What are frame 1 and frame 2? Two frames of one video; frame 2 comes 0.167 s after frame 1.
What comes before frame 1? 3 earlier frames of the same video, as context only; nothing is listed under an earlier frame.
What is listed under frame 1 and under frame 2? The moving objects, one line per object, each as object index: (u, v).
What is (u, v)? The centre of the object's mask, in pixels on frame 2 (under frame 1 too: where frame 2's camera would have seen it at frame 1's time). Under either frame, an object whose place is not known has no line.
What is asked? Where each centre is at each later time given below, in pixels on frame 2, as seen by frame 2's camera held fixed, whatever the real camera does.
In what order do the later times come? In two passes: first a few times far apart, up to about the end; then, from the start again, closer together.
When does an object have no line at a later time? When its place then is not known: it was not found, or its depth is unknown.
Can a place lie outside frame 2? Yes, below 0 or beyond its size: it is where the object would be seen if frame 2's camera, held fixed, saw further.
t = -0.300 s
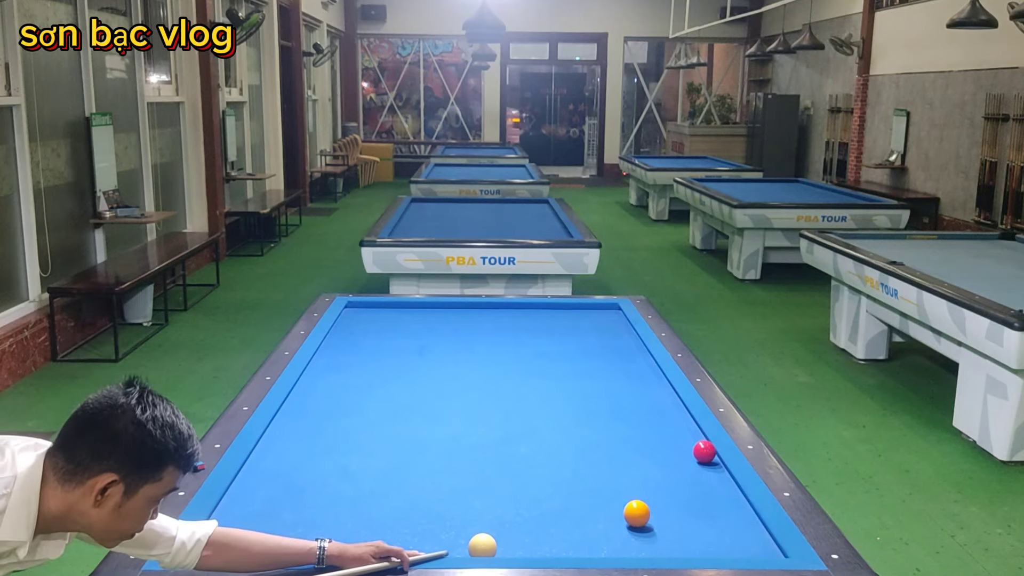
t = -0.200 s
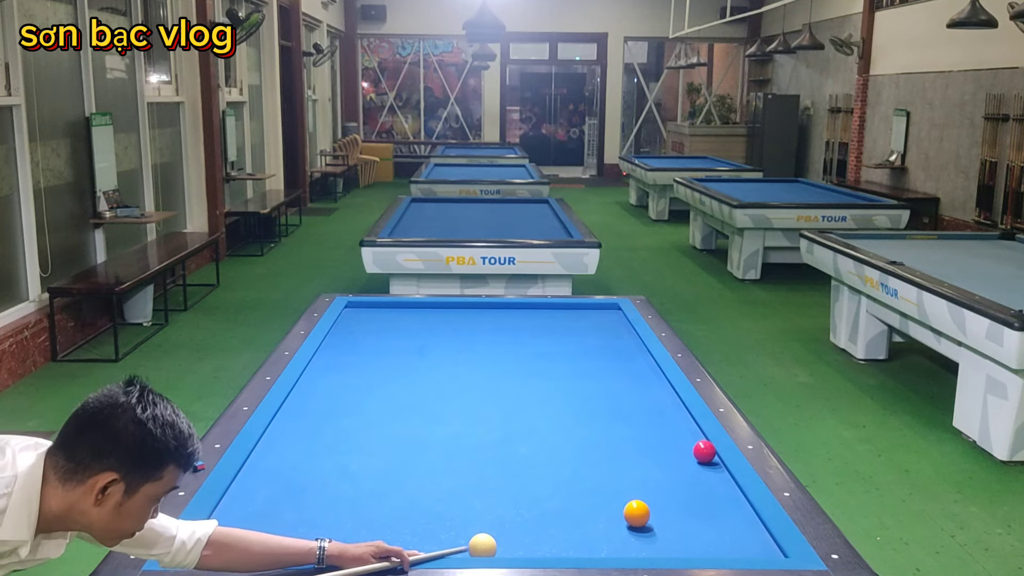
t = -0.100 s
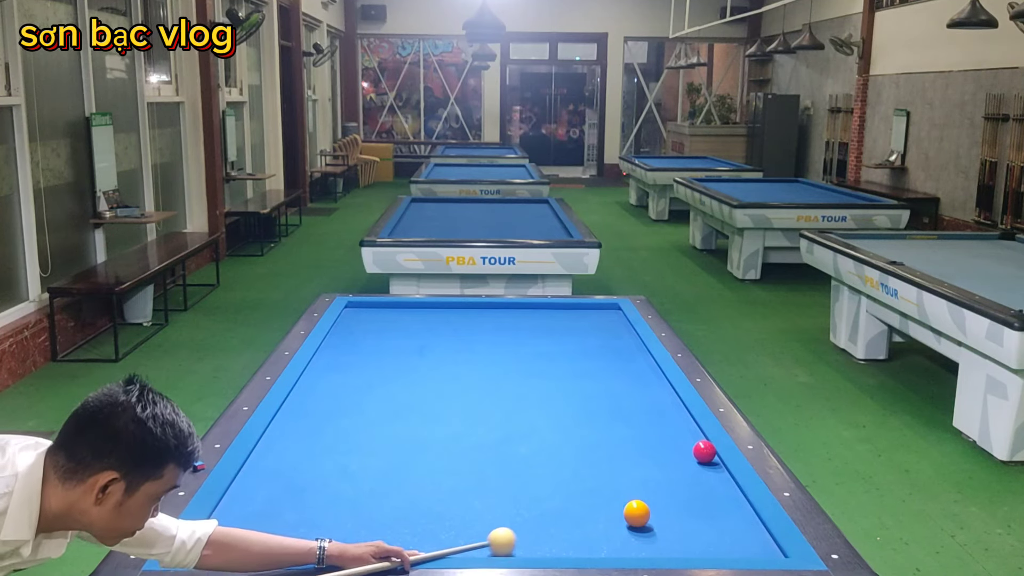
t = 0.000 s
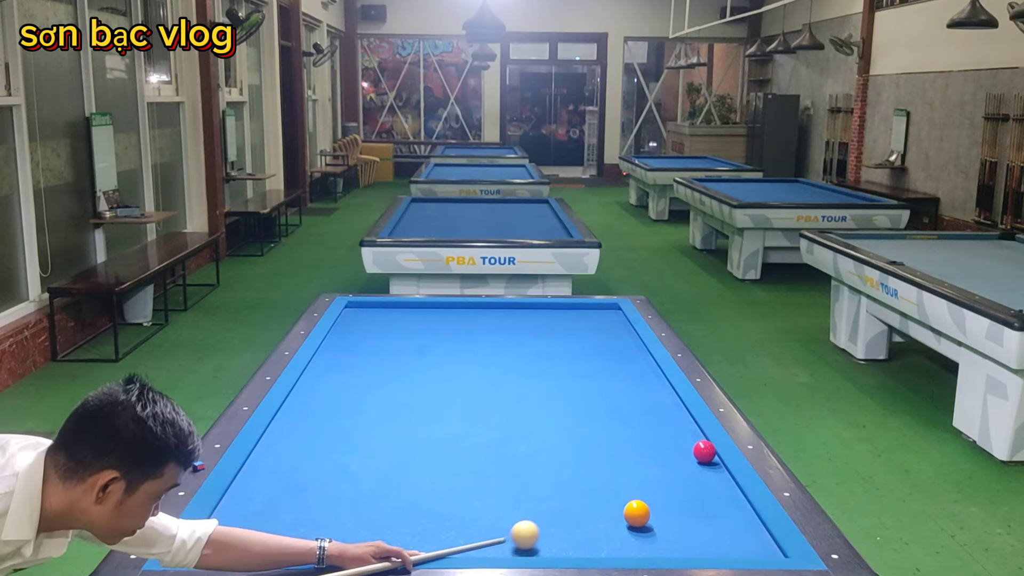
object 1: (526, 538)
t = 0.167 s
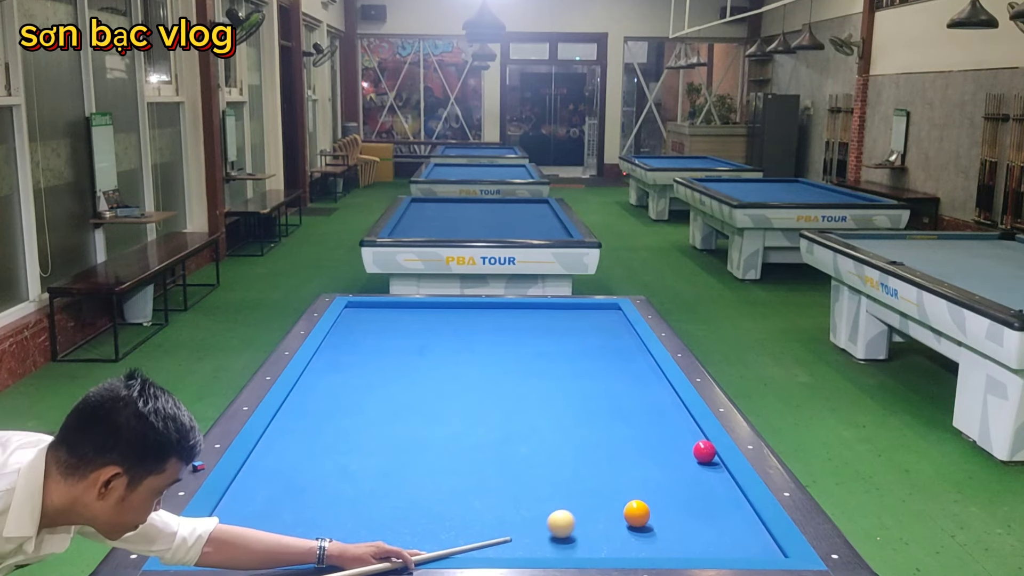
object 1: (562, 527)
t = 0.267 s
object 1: (583, 520)
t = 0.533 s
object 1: (622, 501)
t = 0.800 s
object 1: (645, 483)
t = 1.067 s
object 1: (666, 469)
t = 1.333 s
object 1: (684, 455)
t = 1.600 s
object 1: (667, 447)
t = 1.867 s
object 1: (649, 440)
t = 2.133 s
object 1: (633, 433)
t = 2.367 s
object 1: (619, 428)
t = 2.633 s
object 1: (605, 422)
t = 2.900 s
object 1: (592, 417)
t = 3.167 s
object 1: (581, 412)
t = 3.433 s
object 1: (570, 408)
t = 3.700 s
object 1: (560, 404)
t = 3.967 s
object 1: (551, 401)
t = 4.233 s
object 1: (543, 397)
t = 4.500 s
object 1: (535, 394)
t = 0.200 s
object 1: (569, 525)
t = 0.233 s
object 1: (576, 522)
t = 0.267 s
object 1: (583, 520)
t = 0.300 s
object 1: (589, 517)
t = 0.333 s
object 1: (595, 516)
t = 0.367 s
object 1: (602, 514)
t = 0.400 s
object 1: (608, 511)
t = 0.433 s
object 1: (613, 509)
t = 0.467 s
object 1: (616, 505)
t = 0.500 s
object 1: (619, 503)
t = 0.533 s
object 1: (622, 501)
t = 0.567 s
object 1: (625, 499)
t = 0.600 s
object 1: (628, 496)
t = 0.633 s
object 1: (631, 494)
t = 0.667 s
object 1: (634, 492)
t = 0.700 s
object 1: (636, 490)
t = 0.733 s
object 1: (639, 488)
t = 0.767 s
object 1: (642, 486)
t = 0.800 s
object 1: (645, 483)
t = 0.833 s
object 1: (648, 481)
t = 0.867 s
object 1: (650, 479)
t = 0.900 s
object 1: (653, 478)
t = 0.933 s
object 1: (656, 476)
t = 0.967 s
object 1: (658, 474)
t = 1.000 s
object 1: (661, 472)
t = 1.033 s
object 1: (663, 470)
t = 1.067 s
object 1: (666, 469)
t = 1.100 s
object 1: (668, 467)
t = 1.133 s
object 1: (670, 465)
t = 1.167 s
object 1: (673, 463)
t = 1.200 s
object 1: (675, 461)
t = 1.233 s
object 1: (678, 460)
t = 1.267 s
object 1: (680, 458)
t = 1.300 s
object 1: (682, 457)
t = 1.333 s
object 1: (684, 455)
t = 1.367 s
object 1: (683, 454)
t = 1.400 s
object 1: (681, 453)
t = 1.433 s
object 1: (678, 452)
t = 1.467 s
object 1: (676, 451)
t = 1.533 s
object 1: (671, 449)
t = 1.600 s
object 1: (667, 447)
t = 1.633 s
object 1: (664, 446)
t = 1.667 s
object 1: (662, 445)
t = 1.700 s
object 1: (660, 444)
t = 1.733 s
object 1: (657, 443)
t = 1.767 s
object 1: (655, 442)
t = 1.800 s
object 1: (653, 441)
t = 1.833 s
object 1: (651, 440)
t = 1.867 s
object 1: (649, 440)
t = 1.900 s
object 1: (647, 439)
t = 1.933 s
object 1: (644, 438)
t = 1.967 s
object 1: (642, 437)
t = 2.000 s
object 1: (640, 436)
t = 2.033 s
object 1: (638, 435)
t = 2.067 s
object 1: (636, 434)
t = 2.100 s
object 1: (634, 434)
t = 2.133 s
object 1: (633, 433)
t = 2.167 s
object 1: (630, 432)
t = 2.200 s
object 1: (628, 431)
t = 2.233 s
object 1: (626, 431)
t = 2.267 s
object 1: (625, 430)
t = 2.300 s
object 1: (623, 429)
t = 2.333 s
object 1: (621, 428)
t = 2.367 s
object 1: (619, 428)
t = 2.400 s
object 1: (617, 427)
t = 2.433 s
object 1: (615, 426)
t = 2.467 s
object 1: (614, 426)
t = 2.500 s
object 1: (612, 425)
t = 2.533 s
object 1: (610, 424)
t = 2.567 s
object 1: (609, 423)
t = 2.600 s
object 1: (607, 423)
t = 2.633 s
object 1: (605, 422)
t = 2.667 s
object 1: (604, 421)
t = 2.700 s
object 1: (602, 421)
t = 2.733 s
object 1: (600, 420)
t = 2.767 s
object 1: (599, 419)
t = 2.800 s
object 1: (597, 419)
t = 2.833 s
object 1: (596, 418)
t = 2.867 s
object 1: (594, 418)
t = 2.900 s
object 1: (592, 417)
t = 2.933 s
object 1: (591, 416)
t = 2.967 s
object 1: (589, 415)
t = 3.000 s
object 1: (588, 415)
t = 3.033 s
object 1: (586, 414)
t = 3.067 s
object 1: (585, 414)
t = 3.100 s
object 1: (583, 413)
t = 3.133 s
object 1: (582, 413)
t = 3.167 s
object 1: (581, 412)
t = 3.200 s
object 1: (579, 412)
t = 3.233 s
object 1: (578, 411)
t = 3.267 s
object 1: (576, 411)
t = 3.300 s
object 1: (575, 410)
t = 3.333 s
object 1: (574, 410)
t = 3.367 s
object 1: (572, 409)
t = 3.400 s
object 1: (571, 408)
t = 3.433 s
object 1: (570, 408)
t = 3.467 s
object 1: (569, 407)
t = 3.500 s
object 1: (567, 407)
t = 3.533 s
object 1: (566, 406)
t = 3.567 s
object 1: (565, 406)
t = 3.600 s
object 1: (564, 406)
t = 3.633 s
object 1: (562, 405)
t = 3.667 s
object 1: (561, 405)
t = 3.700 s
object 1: (560, 404)
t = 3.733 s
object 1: (559, 404)
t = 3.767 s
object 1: (558, 404)
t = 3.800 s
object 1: (556, 403)
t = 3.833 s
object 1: (555, 403)
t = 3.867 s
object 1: (554, 402)
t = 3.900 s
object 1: (553, 401)
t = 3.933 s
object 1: (552, 401)
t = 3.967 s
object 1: (551, 401)
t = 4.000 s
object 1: (550, 400)
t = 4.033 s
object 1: (549, 400)
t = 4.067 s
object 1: (548, 400)
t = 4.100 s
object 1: (547, 399)
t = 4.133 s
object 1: (546, 399)
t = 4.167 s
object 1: (545, 398)
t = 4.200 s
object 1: (544, 398)
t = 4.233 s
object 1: (543, 397)
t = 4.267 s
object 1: (542, 397)
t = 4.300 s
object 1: (541, 396)
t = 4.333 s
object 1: (540, 396)
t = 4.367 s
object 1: (539, 396)
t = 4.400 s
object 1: (538, 395)
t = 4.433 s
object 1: (537, 395)
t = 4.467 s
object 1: (536, 395)
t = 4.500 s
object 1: (535, 394)
